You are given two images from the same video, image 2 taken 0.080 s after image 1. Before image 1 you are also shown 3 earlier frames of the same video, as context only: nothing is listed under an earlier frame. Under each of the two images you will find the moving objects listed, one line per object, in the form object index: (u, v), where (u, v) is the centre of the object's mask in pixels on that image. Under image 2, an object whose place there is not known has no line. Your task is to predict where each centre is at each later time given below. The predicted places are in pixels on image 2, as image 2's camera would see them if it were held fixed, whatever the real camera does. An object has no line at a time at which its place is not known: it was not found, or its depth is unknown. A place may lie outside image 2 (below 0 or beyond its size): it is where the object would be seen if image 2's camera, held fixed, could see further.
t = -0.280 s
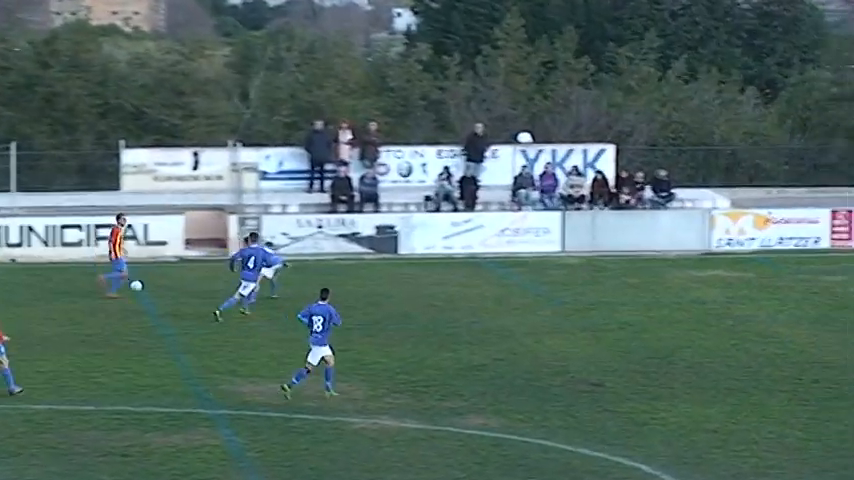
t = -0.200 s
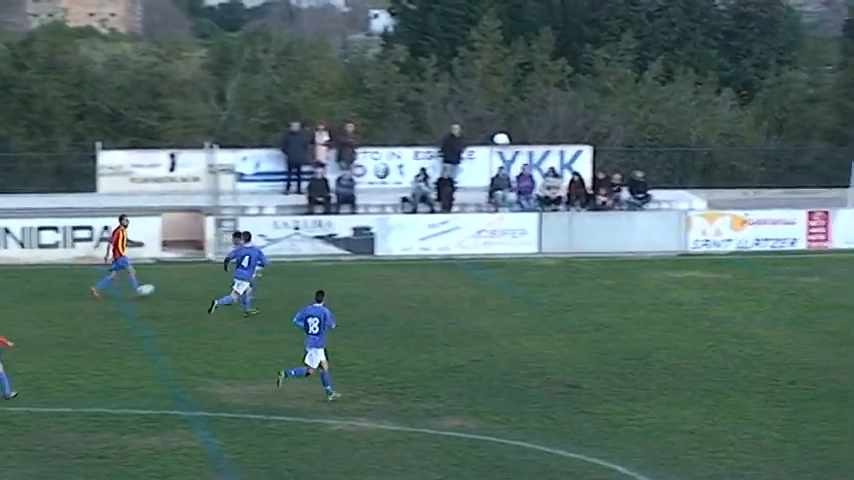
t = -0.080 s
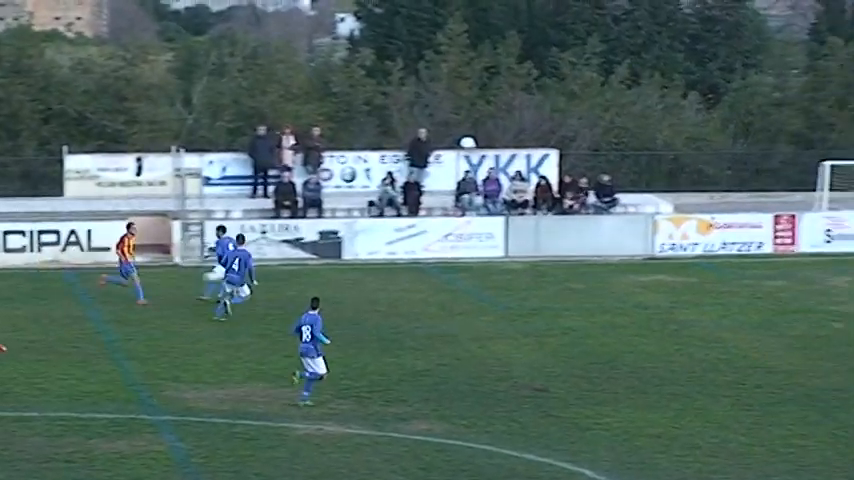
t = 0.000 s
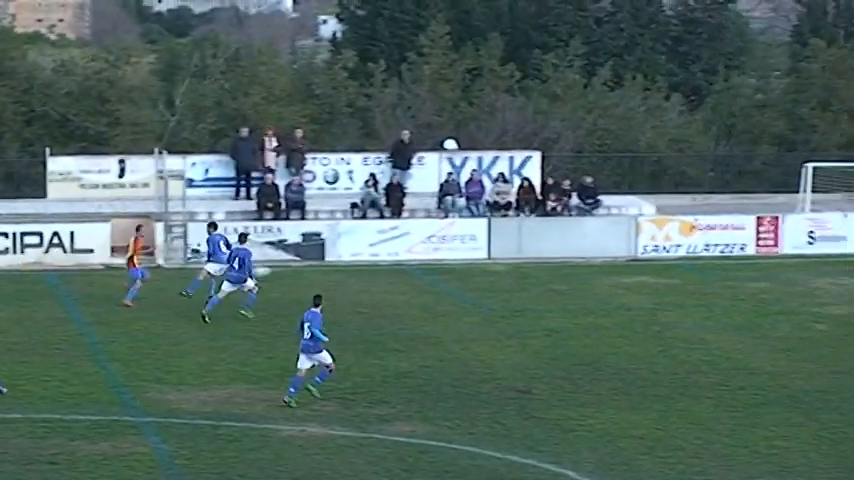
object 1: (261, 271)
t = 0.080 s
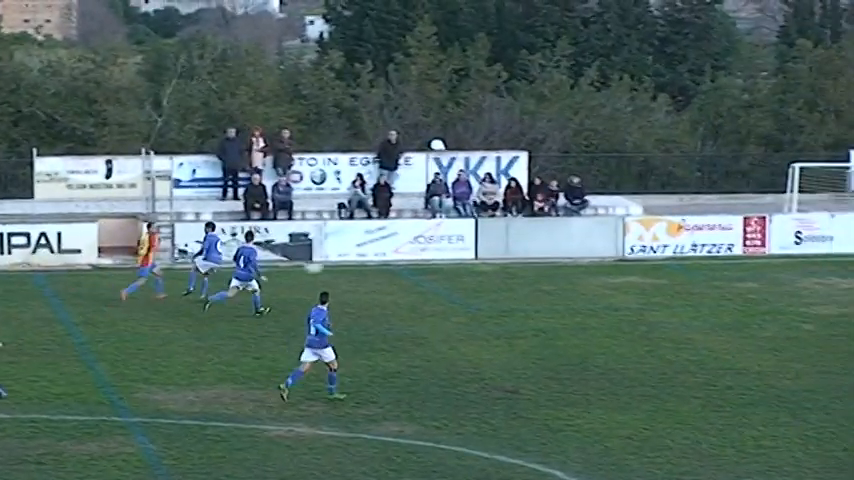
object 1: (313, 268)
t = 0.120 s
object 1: (345, 267)
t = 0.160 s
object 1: (376, 266)
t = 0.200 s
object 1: (409, 268)
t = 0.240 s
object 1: (439, 270)
